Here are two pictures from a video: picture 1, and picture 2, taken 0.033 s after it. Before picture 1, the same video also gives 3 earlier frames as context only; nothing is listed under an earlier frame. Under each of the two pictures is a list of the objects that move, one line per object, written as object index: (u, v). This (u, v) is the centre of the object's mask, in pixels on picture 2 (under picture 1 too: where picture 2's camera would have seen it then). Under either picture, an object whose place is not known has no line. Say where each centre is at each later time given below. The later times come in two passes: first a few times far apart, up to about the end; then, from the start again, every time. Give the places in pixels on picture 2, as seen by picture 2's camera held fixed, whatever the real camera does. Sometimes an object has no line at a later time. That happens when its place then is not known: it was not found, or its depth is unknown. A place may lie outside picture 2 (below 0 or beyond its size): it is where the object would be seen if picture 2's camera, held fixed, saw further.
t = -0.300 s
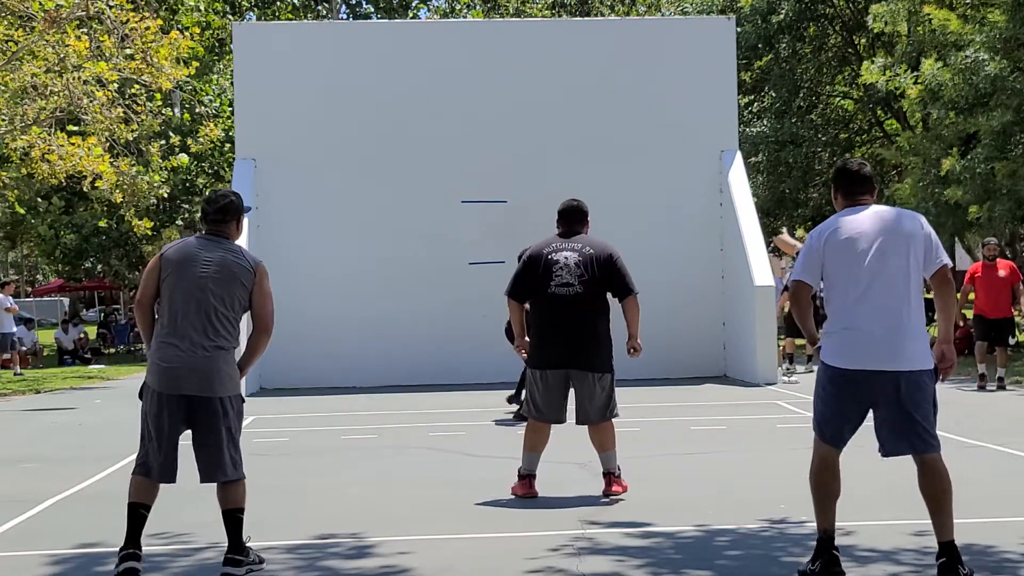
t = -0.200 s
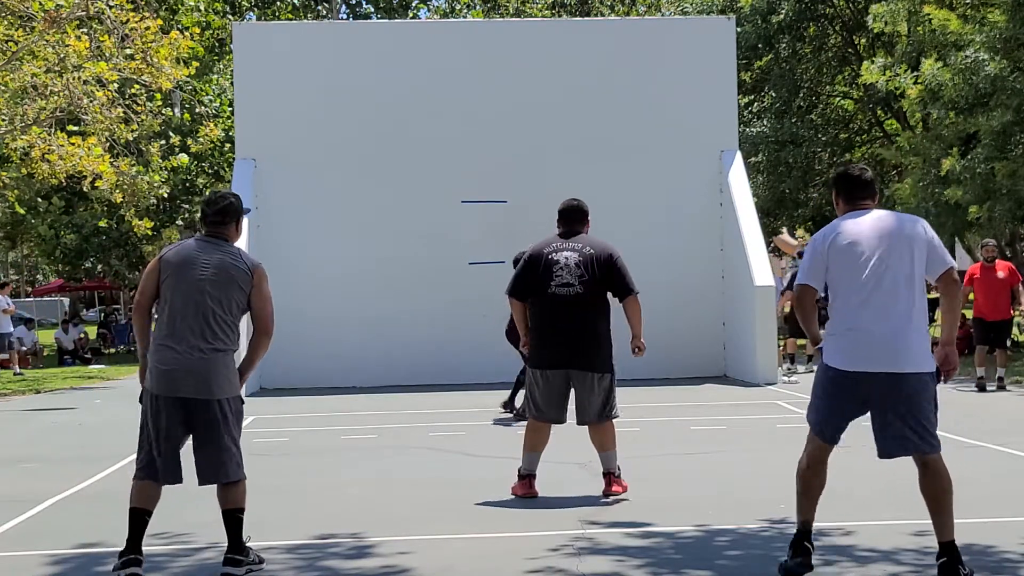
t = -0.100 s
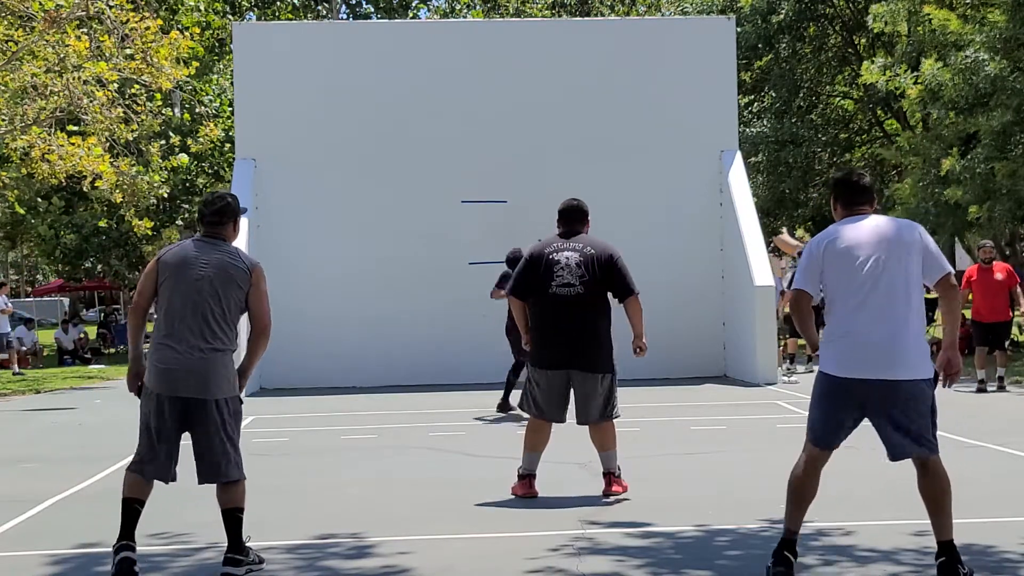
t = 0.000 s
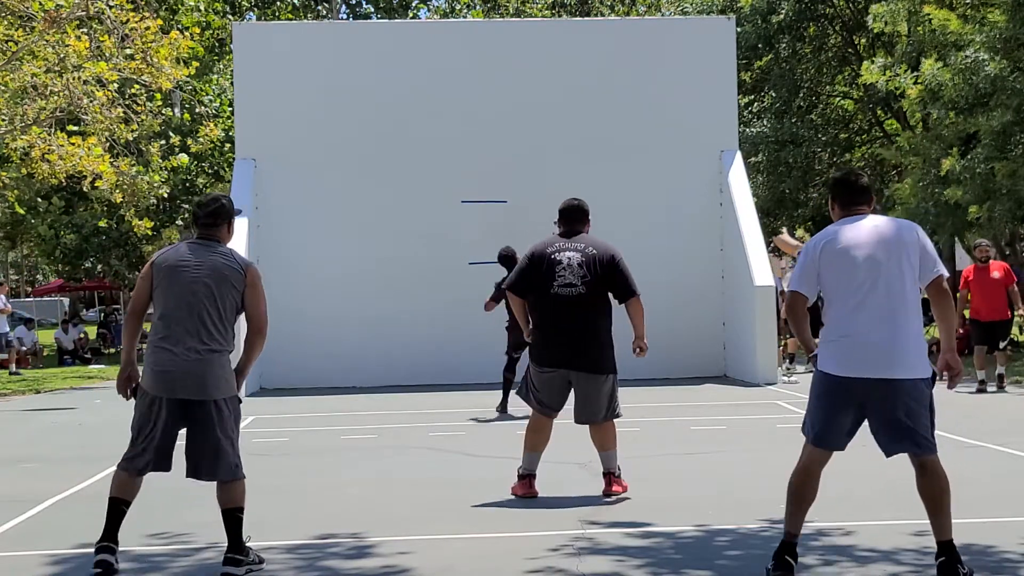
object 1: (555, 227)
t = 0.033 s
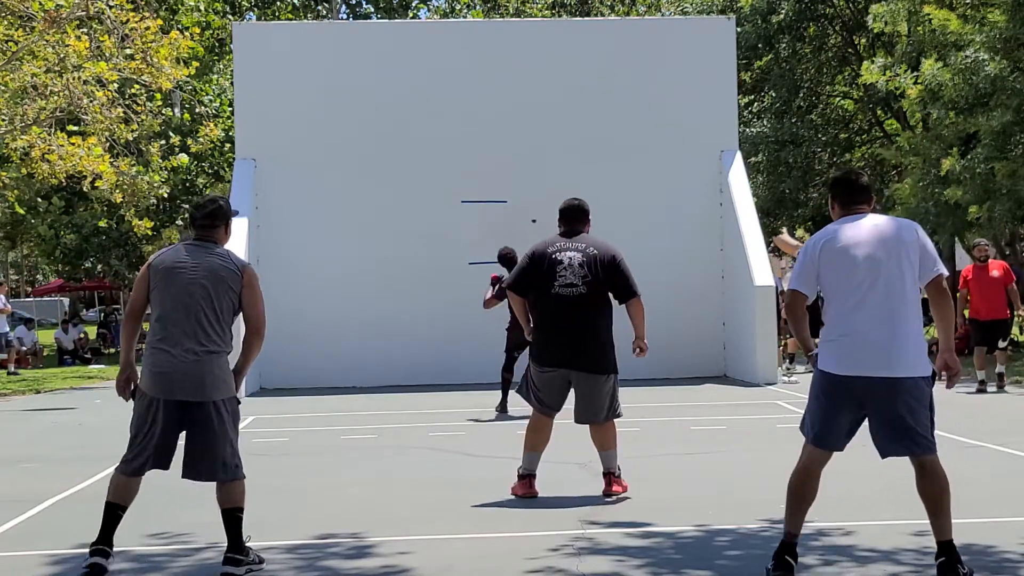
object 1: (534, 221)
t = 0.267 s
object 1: (445, 222)
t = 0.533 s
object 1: (375, 258)
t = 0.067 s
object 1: (514, 220)
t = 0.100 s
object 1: (497, 222)
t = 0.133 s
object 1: (481, 222)
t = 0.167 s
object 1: (468, 223)
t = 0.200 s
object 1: (460, 222)
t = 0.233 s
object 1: (453, 221)
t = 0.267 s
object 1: (445, 222)
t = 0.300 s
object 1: (439, 222)
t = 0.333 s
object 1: (431, 224)
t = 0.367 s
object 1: (421, 226)
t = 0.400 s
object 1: (413, 230)
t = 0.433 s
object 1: (405, 235)
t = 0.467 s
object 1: (395, 241)
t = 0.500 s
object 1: (385, 249)
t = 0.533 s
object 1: (375, 258)
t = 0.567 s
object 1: (362, 269)
